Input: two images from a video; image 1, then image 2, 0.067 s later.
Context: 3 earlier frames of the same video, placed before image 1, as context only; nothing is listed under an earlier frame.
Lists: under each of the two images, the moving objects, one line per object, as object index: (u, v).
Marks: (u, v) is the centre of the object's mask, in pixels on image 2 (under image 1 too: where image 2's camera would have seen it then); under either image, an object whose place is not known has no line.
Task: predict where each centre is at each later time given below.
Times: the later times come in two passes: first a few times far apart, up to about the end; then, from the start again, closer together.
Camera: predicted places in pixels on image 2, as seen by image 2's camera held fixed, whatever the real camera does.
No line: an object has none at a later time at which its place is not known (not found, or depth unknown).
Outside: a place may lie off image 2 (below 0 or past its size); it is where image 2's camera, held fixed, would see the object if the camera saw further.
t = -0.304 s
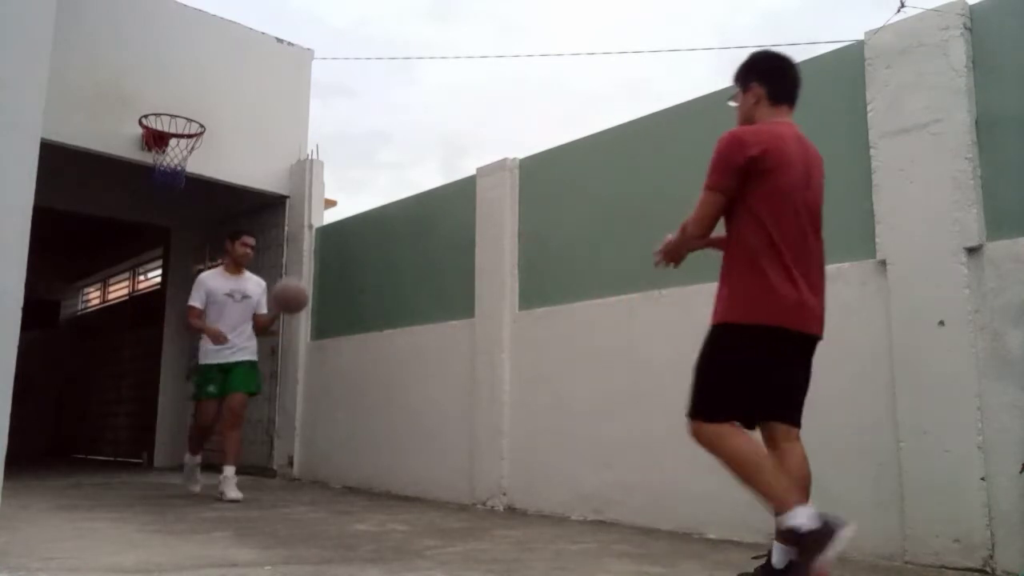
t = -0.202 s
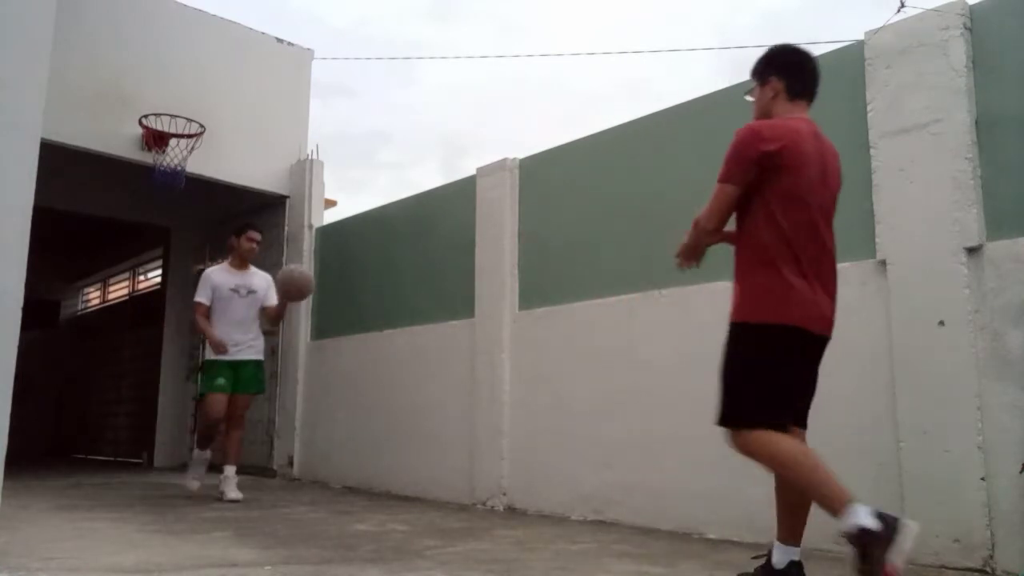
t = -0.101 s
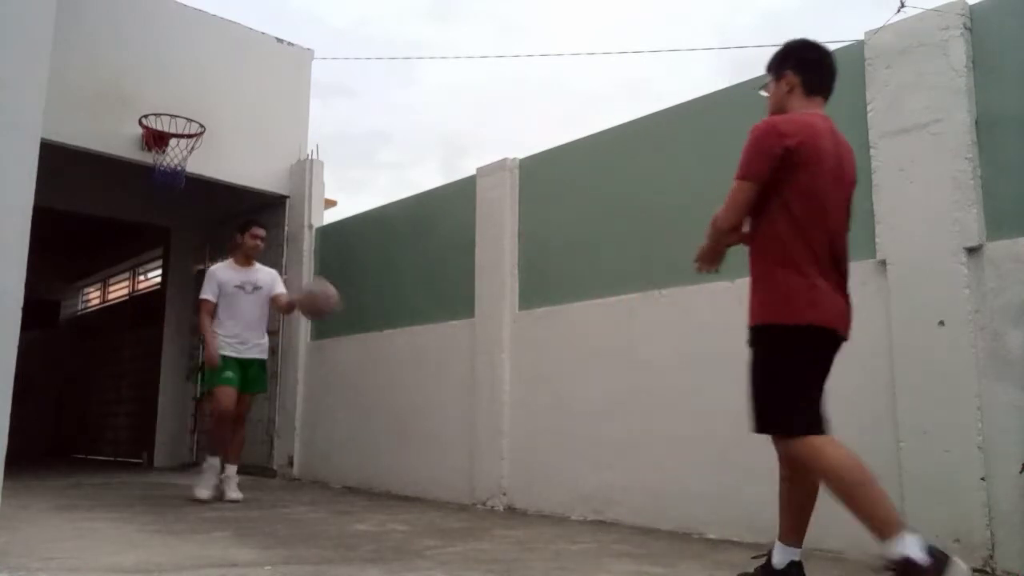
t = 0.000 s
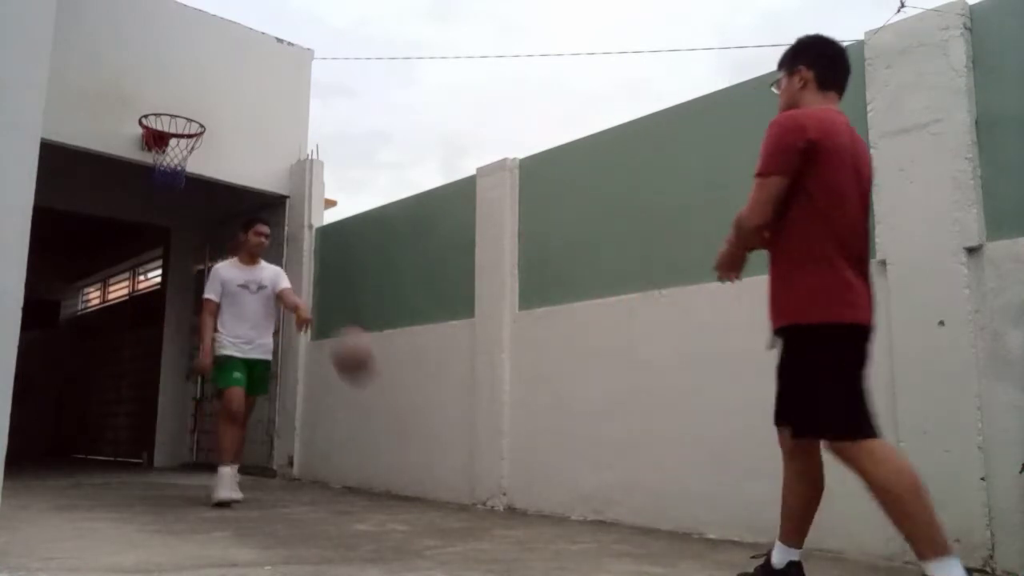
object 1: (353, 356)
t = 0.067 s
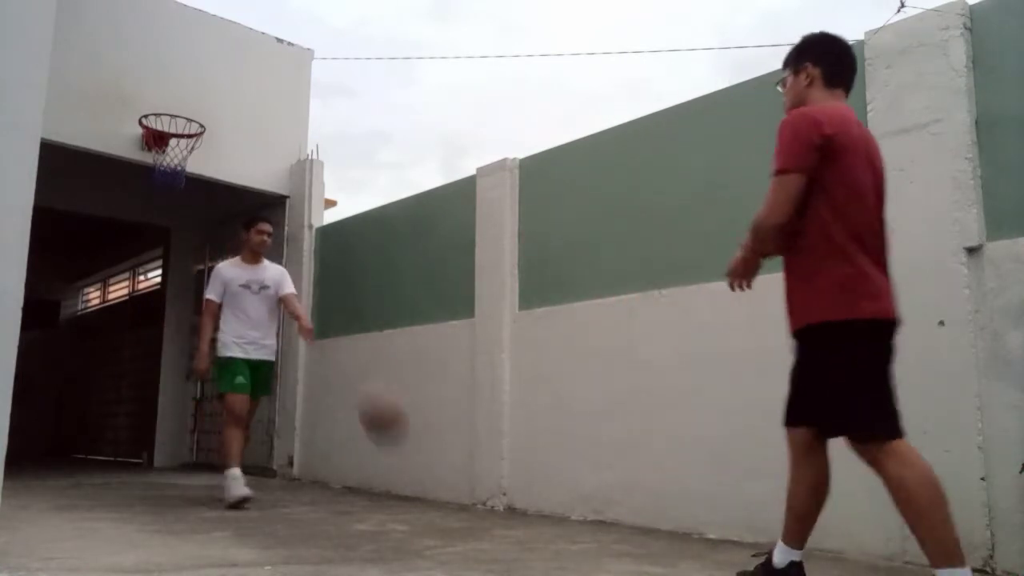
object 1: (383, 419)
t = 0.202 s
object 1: (446, 478)
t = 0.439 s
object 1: (539, 284)
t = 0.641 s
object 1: (632, 211)
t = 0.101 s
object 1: (398, 456)
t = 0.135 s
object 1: (421, 509)
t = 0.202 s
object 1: (446, 478)
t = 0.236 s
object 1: (459, 444)
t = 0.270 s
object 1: (472, 413)
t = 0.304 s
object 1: (483, 383)
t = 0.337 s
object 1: (497, 356)
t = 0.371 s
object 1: (512, 329)
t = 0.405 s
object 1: (526, 304)
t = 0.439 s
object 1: (539, 284)
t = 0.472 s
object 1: (551, 268)
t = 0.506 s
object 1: (567, 250)
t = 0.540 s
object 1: (582, 237)
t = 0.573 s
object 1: (599, 225)
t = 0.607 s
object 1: (616, 217)
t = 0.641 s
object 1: (632, 211)
